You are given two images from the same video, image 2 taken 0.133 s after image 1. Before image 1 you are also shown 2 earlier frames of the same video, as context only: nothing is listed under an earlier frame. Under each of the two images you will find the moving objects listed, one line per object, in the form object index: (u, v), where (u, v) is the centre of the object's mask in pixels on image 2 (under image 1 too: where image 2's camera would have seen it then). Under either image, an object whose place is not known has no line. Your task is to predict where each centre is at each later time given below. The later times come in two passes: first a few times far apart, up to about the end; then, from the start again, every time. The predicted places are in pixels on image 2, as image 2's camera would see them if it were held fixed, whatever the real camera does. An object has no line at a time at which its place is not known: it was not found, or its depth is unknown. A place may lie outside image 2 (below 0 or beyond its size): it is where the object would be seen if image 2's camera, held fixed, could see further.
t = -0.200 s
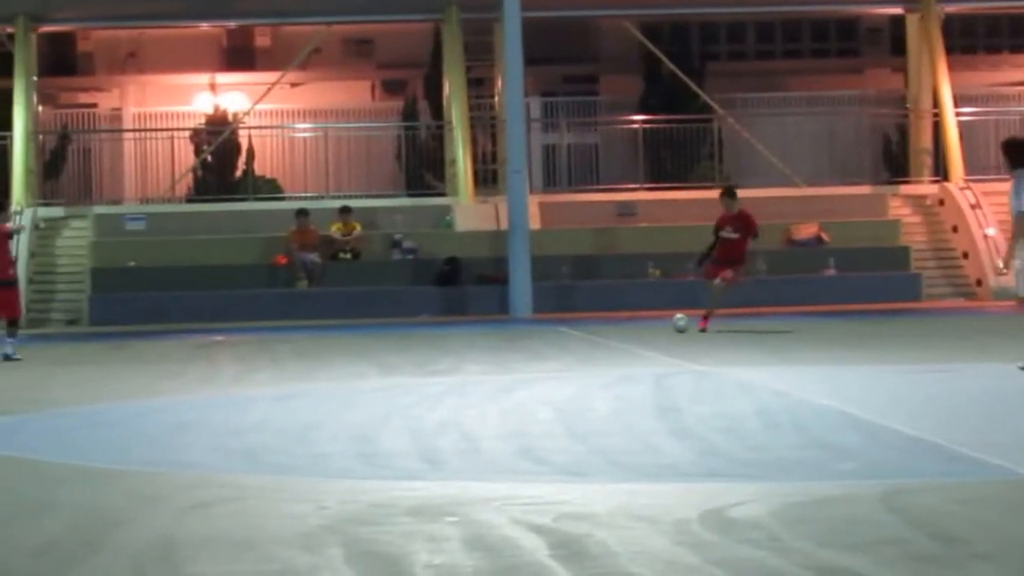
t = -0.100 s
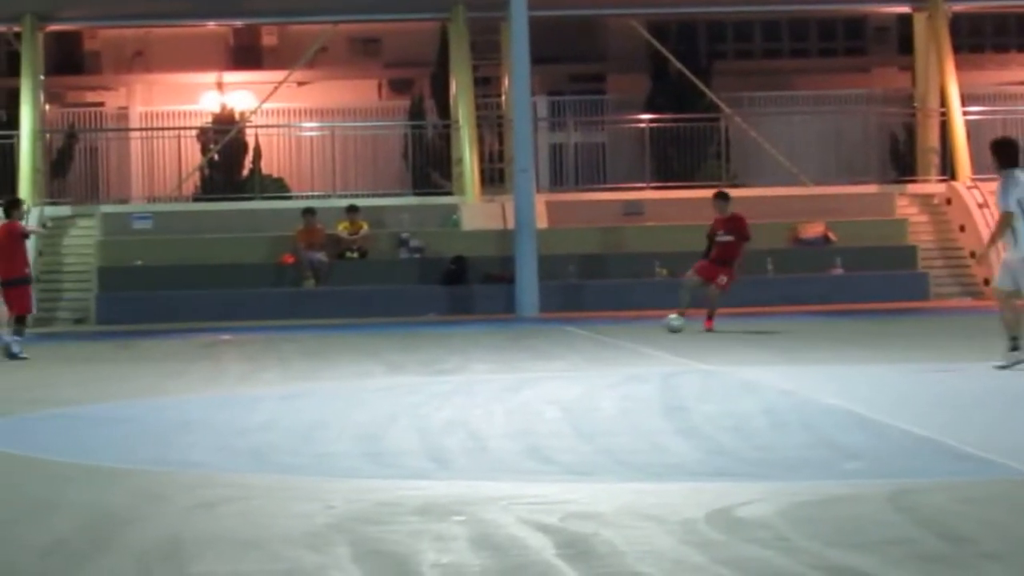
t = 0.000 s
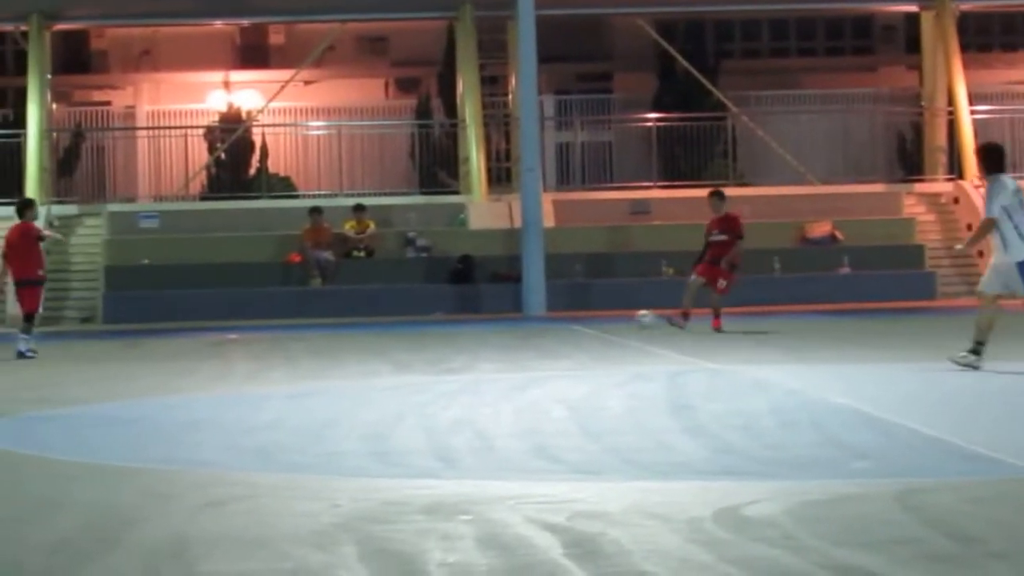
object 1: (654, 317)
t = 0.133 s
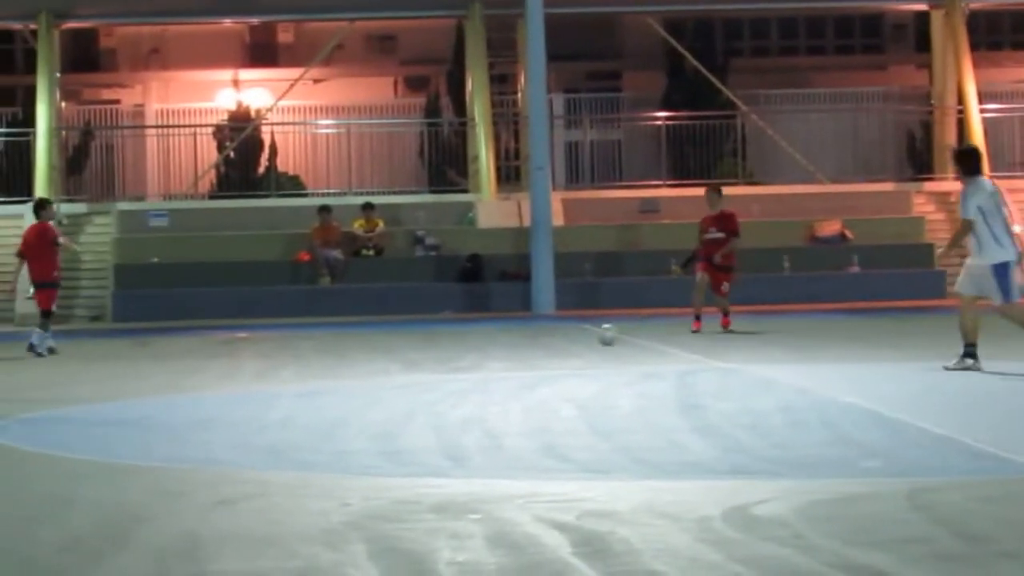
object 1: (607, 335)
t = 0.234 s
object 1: (579, 333)
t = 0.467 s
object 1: (518, 338)
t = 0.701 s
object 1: (457, 359)
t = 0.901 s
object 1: (401, 374)
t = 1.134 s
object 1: (328, 370)
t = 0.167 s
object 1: (596, 333)
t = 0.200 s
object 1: (589, 333)
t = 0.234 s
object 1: (579, 333)
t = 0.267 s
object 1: (570, 336)
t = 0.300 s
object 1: (560, 341)
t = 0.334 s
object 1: (550, 347)
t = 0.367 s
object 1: (543, 343)
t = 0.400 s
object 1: (534, 340)
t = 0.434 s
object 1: (525, 338)
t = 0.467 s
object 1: (518, 338)
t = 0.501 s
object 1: (510, 338)
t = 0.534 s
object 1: (501, 342)
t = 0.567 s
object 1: (493, 346)
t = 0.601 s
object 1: (485, 354)
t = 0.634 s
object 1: (477, 362)
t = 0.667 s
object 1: (467, 362)
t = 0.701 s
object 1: (457, 359)
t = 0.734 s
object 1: (448, 357)
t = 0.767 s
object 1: (440, 357)
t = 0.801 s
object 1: (430, 358)
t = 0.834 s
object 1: (420, 362)
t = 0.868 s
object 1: (411, 367)
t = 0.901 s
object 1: (401, 374)
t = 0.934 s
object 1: (391, 382)
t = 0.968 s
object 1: (381, 376)
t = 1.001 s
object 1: (371, 372)
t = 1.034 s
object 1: (360, 368)
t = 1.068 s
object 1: (349, 367)
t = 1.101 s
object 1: (339, 368)
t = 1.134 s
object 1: (328, 370)
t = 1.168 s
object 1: (316, 374)
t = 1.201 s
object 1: (305, 381)
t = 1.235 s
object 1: (294, 390)
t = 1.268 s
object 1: (283, 400)
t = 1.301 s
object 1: (271, 415)
